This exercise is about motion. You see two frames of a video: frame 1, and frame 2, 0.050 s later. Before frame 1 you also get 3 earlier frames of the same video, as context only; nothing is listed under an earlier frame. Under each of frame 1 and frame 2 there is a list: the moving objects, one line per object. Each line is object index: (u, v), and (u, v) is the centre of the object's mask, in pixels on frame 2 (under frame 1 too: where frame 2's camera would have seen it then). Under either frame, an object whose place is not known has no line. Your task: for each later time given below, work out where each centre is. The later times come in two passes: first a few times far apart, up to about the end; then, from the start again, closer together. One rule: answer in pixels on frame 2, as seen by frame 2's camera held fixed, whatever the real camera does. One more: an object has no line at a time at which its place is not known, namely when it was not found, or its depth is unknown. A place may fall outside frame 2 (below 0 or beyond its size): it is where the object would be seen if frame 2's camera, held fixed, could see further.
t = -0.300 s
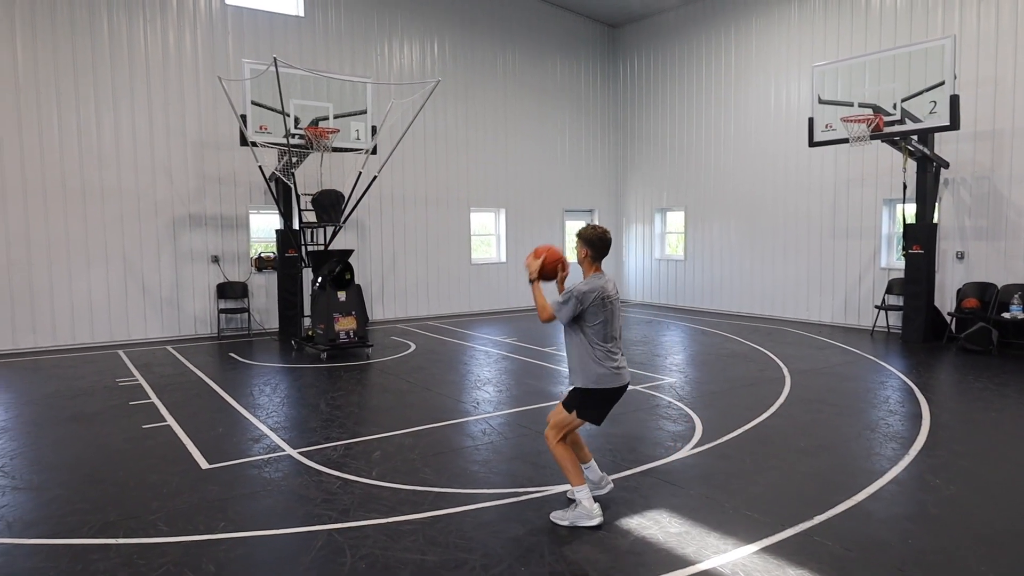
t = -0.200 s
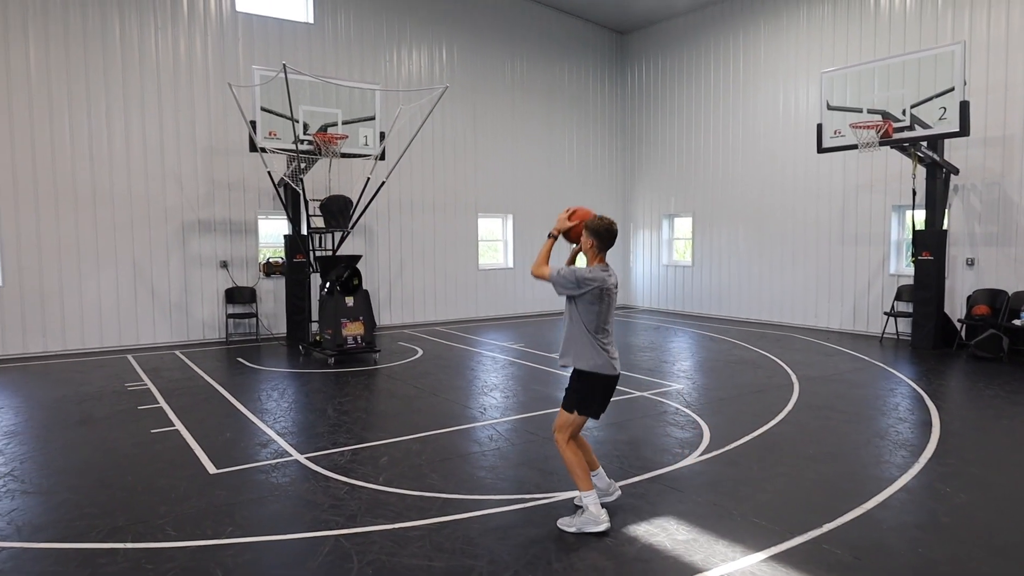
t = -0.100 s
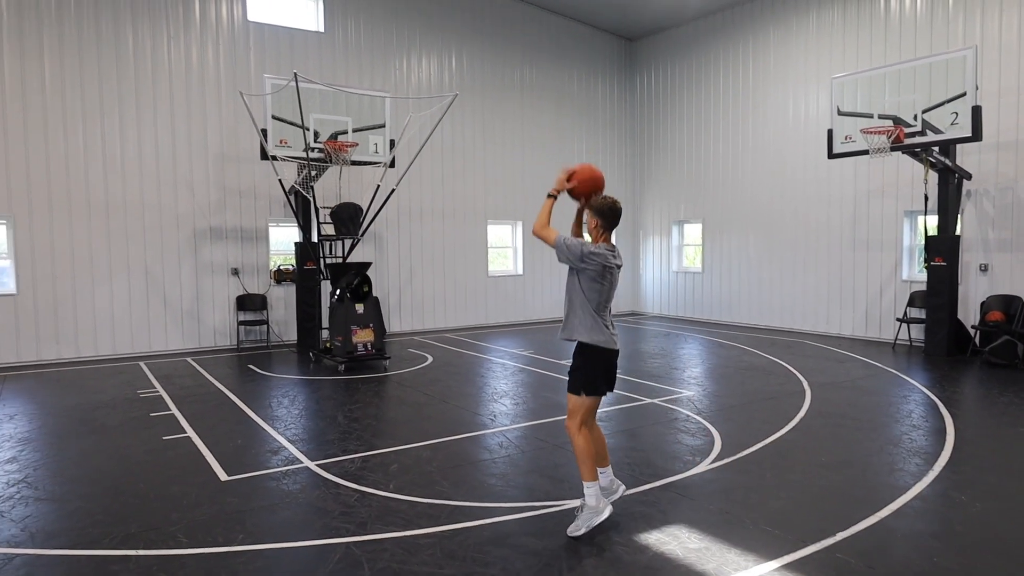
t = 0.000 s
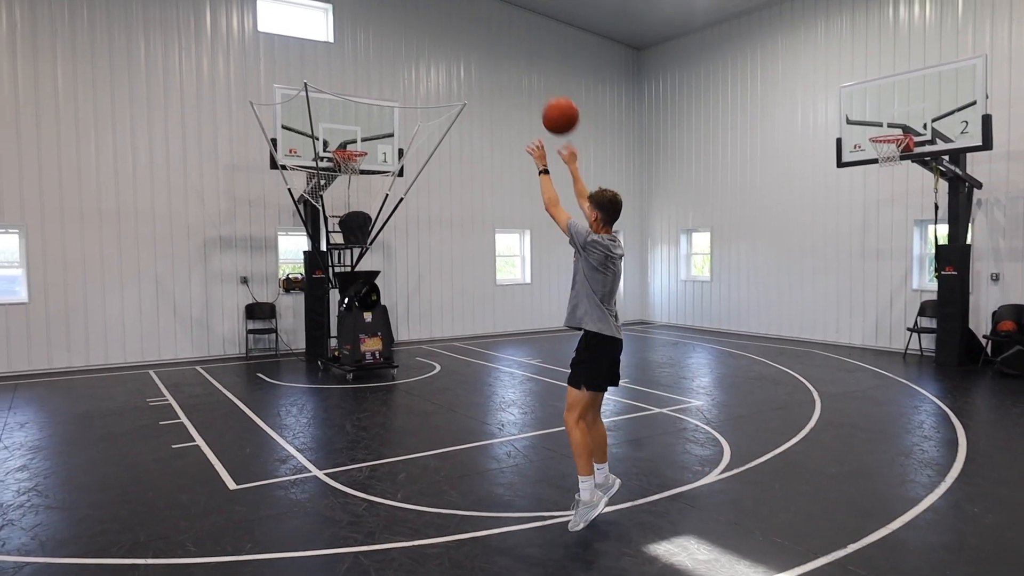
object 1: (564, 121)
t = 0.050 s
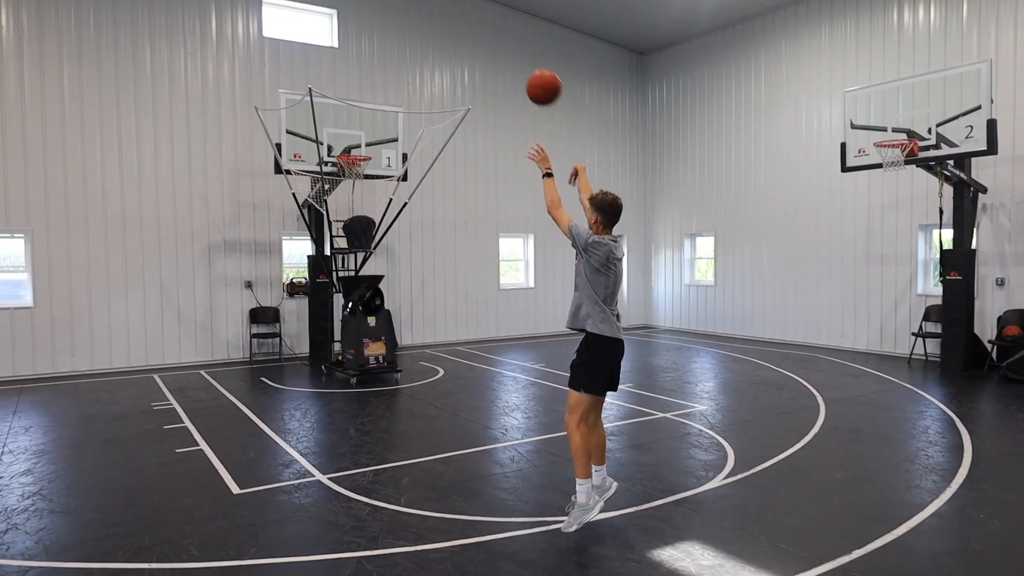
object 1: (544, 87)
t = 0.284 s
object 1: (469, 6)
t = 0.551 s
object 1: (414, 6)
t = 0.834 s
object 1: (374, 68)
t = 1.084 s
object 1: (350, 151)
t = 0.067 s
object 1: (537, 77)
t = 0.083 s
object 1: (531, 68)
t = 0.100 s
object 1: (525, 60)
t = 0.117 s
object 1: (519, 53)
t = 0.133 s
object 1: (514, 45)
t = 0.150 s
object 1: (508, 39)
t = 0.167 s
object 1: (503, 33)
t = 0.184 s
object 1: (497, 28)
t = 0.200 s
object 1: (492, 23)
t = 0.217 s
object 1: (488, 19)
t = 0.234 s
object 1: (483, 15)
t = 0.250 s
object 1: (478, 11)
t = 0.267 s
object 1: (474, 8)
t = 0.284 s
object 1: (469, 6)
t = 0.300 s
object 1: (465, 3)
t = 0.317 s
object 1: (461, 1)
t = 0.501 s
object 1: (422, 1)
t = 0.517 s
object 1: (419, 2)
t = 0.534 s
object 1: (417, 4)
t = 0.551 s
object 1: (414, 6)
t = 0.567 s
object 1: (411, 8)
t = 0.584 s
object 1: (408, 11)
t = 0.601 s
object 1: (405, 14)
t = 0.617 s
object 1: (403, 16)
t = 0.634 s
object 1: (400, 19)
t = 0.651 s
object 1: (398, 23)
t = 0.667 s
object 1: (396, 26)
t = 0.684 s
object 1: (393, 30)
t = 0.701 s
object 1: (391, 33)
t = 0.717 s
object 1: (389, 37)
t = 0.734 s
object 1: (387, 41)
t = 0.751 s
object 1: (384, 45)
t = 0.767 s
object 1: (382, 49)
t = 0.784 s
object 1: (380, 54)
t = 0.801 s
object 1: (378, 58)
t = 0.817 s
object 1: (376, 63)
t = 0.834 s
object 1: (374, 68)
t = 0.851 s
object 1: (373, 73)
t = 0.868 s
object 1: (371, 78)
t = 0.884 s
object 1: (369, 83)
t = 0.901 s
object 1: (367, 88)
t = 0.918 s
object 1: (366, 94)
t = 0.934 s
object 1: (364, 98)
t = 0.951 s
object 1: (362, 105)
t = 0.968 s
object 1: (360, 112)
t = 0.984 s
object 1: (359, 117)
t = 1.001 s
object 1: (357, 123)
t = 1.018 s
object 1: (356, 129)
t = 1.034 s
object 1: (354, 135)
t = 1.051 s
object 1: (353, 142)
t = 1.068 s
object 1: (351, 147)
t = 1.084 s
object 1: (350, 151)
